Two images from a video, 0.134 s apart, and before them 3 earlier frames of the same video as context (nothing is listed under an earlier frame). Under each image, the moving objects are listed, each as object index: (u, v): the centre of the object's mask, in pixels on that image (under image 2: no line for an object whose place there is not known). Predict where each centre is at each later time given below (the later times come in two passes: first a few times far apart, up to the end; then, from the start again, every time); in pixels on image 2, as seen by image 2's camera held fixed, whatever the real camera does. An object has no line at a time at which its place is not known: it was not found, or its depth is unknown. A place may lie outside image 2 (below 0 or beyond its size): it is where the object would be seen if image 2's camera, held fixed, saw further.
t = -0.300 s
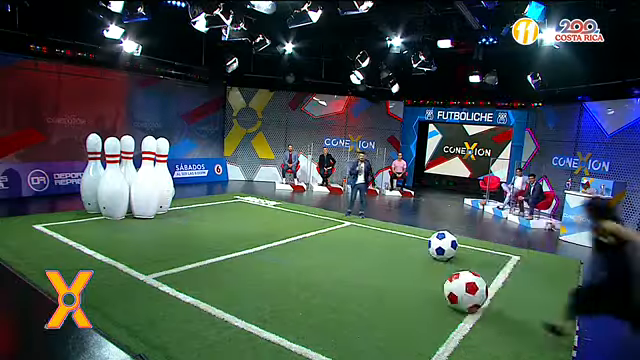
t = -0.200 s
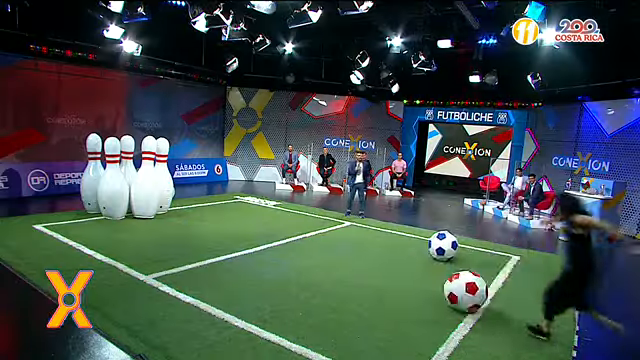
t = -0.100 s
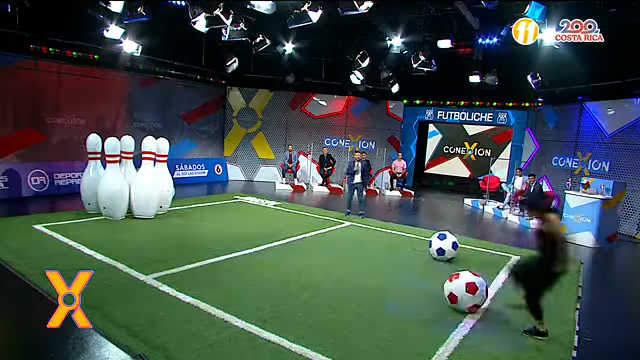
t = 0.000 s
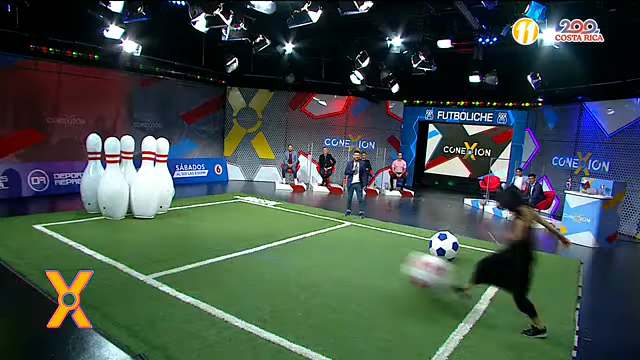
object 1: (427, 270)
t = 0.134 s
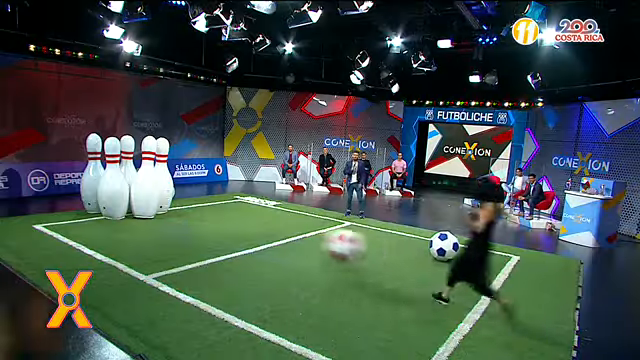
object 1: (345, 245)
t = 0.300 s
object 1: (260, 232)
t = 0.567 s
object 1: (183, 213)
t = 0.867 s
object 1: (138, 212)
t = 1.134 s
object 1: (129, 214)
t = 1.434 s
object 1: (118, 217)
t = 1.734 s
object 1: (107, 218)
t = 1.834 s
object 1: (104, 220)
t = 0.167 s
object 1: (326, 240)
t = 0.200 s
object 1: (308, 237)
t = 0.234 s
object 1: (289, 234)
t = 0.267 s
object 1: (274, 232)
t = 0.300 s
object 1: (260, 232)
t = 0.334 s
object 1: (247, 233)
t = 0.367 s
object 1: (234, 233)
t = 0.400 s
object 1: (223, 231)
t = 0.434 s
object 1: (214, 227)
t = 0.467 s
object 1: (205, 223)
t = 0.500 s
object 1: (197, 218)
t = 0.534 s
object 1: (189, 215)
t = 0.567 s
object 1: (183, 213)
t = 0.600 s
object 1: (175, 212)
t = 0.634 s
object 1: (168, 210)
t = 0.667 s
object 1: (160, 208)
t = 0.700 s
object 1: (153, 209)
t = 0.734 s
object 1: (147, 209)
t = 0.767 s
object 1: (144, 209)
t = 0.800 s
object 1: (141, 210)
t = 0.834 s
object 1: (139, 212)
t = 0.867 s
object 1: (138, 212)
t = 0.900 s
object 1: (138, 211)
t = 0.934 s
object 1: (136, 211)
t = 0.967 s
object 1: (135, 212)
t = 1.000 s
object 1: (134, 213)
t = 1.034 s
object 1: (132, 213)
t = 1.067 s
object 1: (131, 214)
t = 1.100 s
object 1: (130, 214)
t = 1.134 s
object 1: (129, 214)
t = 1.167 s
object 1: (127, 214)
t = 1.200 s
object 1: (126, 214)
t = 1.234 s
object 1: (124, 215)
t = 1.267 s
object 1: (123, 215)
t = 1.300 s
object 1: (122, 215)
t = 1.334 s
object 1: (121, 215)
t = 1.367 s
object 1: (120, 215)
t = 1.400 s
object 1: (119, 216)
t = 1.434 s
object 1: (118, 217)
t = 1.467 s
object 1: (117, 217)
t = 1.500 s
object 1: (116, 217)
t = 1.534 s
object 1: (115, 217)
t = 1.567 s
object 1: (113, 217)
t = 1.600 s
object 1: (112, 218)
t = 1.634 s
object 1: (111, 218)
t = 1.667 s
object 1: (110, 218)
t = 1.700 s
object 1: (109, 218)
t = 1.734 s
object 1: (107, 218)
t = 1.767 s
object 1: (106, 219)
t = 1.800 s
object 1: (105, 219)
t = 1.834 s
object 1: (104, 220)
